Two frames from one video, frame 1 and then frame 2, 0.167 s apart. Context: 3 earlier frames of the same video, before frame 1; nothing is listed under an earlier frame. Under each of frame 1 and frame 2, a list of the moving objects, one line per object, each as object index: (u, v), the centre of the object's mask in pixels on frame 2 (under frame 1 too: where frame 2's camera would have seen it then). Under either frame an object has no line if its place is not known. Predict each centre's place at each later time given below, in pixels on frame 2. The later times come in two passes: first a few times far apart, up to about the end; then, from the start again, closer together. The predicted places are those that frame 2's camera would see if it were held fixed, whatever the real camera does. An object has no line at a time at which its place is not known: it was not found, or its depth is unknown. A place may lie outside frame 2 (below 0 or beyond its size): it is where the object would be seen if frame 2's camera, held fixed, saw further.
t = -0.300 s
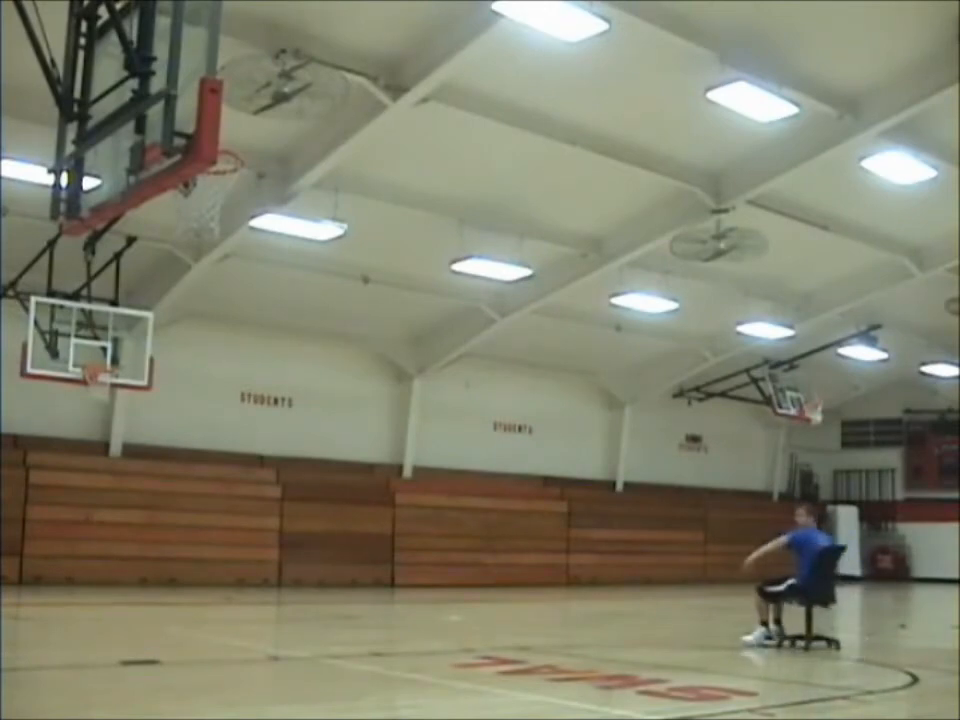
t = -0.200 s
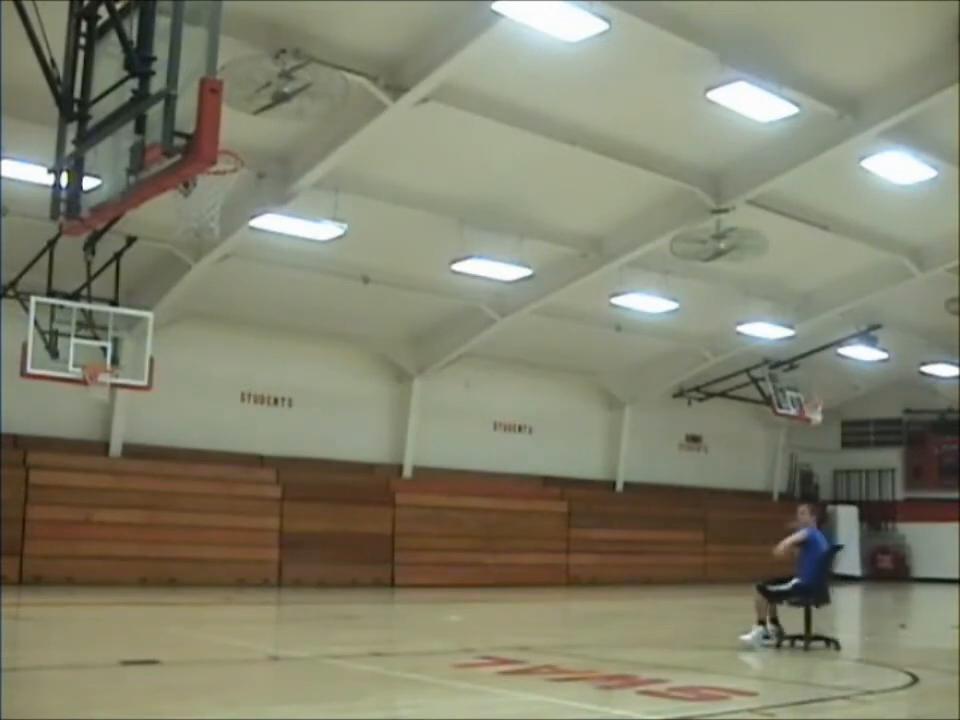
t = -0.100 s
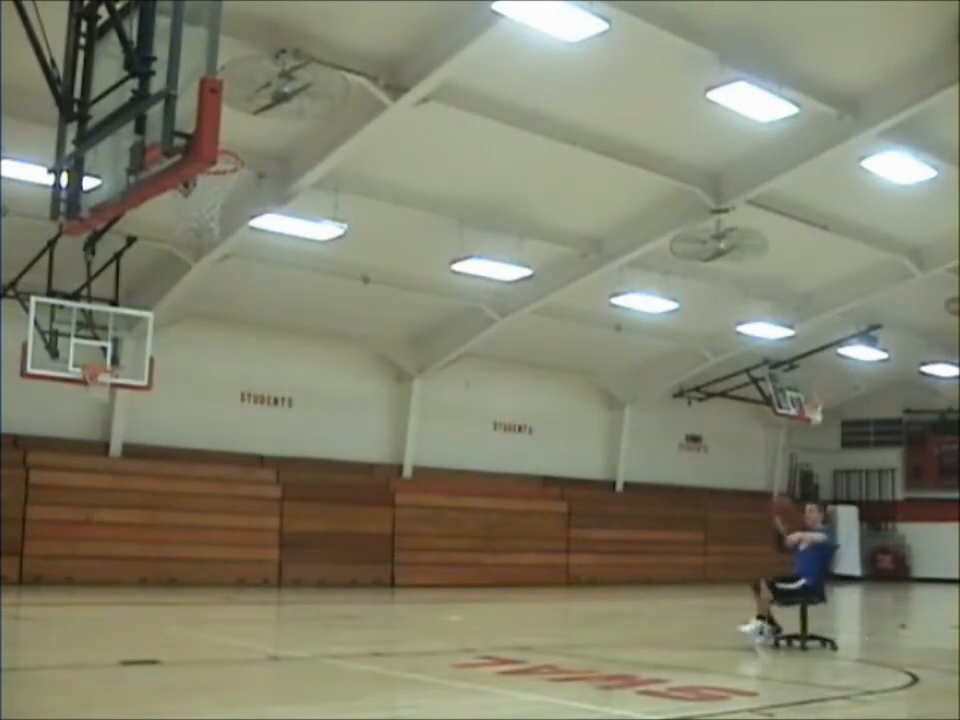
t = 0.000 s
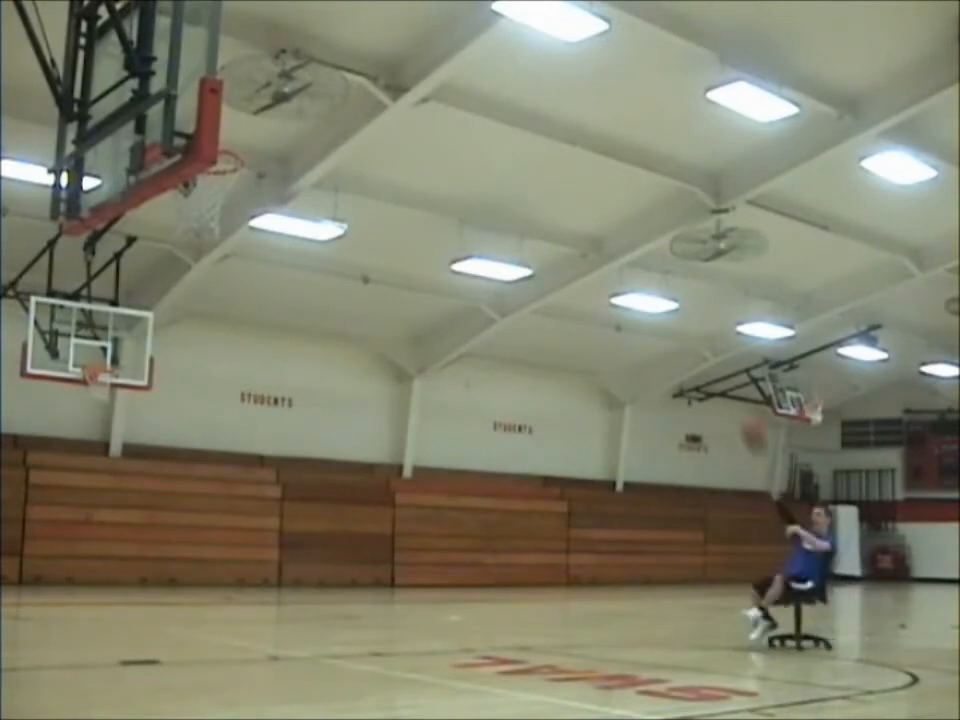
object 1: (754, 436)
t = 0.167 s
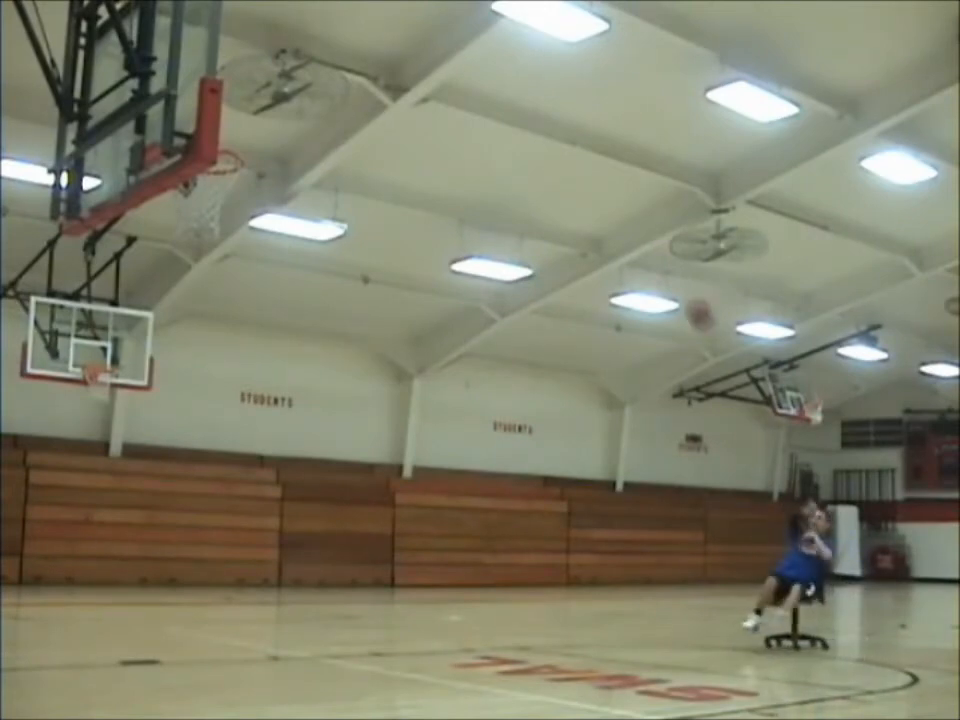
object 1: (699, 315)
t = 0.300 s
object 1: (652, 230)
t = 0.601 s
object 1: (529, 90)
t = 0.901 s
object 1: (375, 36)
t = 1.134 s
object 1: (230, 70)
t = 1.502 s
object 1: (238, 196)
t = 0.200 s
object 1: (688, 292)
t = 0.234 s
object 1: (676, 272)
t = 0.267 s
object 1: (664, 252)
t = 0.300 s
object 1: (652, 230)
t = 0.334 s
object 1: (638, 209)
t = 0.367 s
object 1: (626, 193)
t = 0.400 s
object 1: (614, 176)
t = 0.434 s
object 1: (602, 160)
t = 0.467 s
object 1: (588, 143)
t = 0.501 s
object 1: (573, 128)
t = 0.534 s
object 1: (559, 115)
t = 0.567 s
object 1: (545, 102)
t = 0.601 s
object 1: (529, 90)
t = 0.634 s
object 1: (514, 80)
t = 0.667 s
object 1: (499, 70)
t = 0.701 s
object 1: (483, 62)
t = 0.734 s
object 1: (467, 55)
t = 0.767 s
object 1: (449, 48)
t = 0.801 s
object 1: (430, 43)
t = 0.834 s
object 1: (413, 40)
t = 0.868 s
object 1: (395, 37)
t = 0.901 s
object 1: (375, 36)
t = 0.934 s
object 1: (356, 36)
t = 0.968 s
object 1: (335, 38)
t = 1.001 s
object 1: (313, 42)
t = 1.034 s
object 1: (292, 46)
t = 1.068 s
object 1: (268, 53)
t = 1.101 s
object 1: (245, 61)
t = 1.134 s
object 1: (230, 70)
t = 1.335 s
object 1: (223, 199)
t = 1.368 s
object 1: (230, 201)
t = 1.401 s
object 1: (233, 199)
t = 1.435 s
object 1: (236, 195)
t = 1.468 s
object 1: (238, 194)
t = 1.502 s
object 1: (238, 196)
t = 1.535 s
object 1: (237, 197)
